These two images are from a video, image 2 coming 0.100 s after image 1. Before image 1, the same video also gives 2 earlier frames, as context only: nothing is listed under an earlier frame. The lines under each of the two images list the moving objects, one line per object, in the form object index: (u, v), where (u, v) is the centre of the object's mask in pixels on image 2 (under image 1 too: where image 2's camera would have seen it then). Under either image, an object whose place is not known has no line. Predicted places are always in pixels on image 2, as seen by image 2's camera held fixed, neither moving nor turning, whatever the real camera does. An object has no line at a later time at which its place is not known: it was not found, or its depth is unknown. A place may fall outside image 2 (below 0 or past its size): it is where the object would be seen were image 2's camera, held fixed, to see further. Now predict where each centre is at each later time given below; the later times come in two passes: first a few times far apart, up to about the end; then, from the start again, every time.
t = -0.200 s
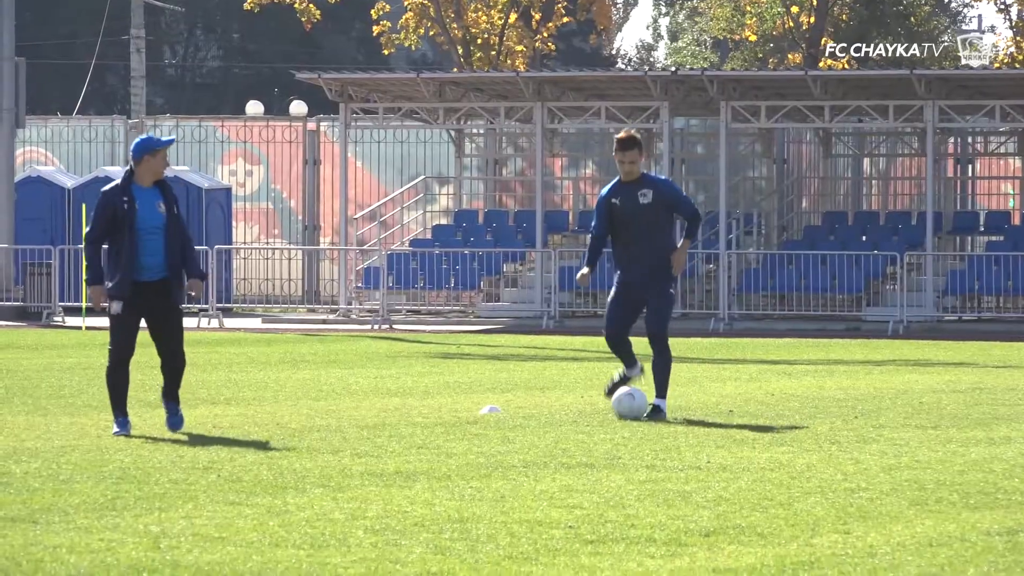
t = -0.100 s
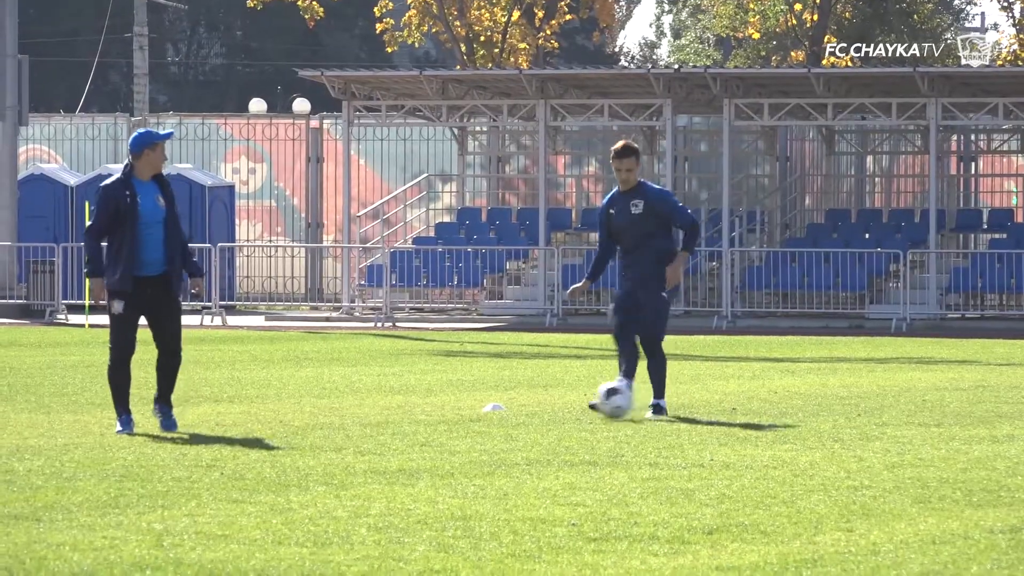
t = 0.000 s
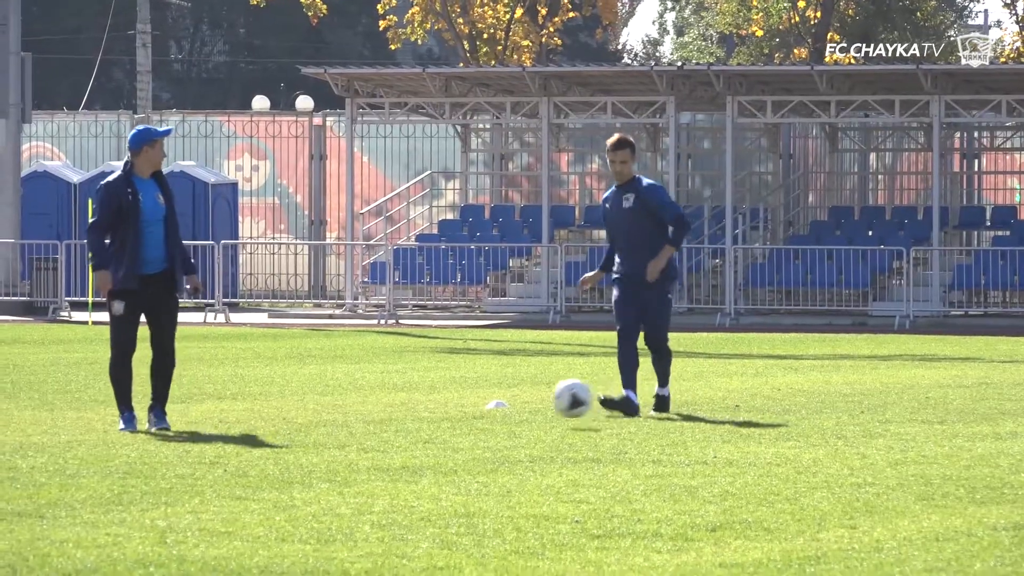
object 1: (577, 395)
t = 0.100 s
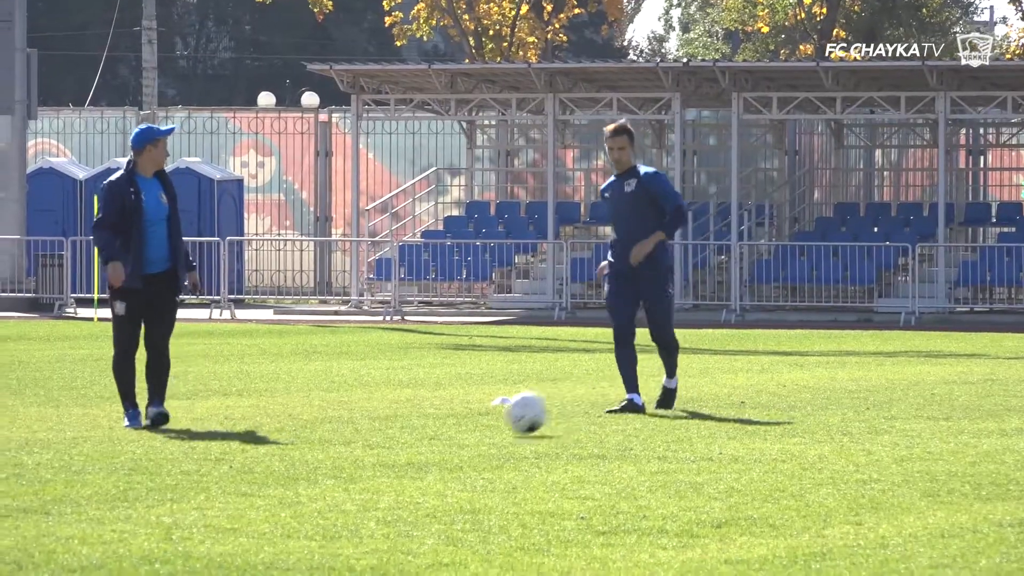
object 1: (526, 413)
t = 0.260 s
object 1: (446, 408)
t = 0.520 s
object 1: (297, 468)
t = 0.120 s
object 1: (515, 419)
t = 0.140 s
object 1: (505, 424)
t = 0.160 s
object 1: (495, 421)
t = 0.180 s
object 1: (485, 417)
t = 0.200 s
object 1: (476, 414)
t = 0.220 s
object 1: (466, 411)
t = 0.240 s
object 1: (456, 408)
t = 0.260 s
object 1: (446, 408)
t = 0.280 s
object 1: (436, 407)
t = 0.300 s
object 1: (425, 407)
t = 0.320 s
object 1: (415, 409)
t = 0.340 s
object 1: (404, 411)
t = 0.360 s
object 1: (393, 415)
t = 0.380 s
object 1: (381, 420)
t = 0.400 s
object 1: (370, 426)
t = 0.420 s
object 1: (358, 433)
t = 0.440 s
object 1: (346, 441)
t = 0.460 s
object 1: (334, 450)
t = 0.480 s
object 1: (321, 461)
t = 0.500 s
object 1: (308, 471)
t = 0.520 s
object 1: (297, 468)
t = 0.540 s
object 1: (287, 462)
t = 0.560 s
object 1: (276, 457)
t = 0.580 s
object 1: (265, 454)
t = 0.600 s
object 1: (254, 451)
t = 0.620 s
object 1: (243, 449)
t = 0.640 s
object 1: (232, 448)
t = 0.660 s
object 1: (220, 448)
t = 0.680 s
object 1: (208, 450)
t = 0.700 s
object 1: (196, 452)
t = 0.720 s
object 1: (183, 456)
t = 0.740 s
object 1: (170, 461)
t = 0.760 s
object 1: (157, 467)
